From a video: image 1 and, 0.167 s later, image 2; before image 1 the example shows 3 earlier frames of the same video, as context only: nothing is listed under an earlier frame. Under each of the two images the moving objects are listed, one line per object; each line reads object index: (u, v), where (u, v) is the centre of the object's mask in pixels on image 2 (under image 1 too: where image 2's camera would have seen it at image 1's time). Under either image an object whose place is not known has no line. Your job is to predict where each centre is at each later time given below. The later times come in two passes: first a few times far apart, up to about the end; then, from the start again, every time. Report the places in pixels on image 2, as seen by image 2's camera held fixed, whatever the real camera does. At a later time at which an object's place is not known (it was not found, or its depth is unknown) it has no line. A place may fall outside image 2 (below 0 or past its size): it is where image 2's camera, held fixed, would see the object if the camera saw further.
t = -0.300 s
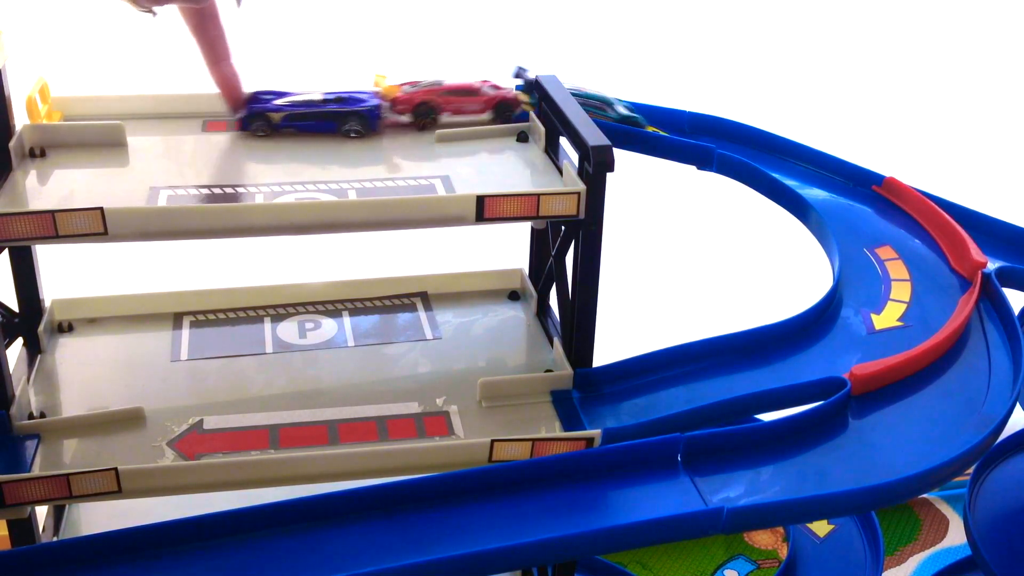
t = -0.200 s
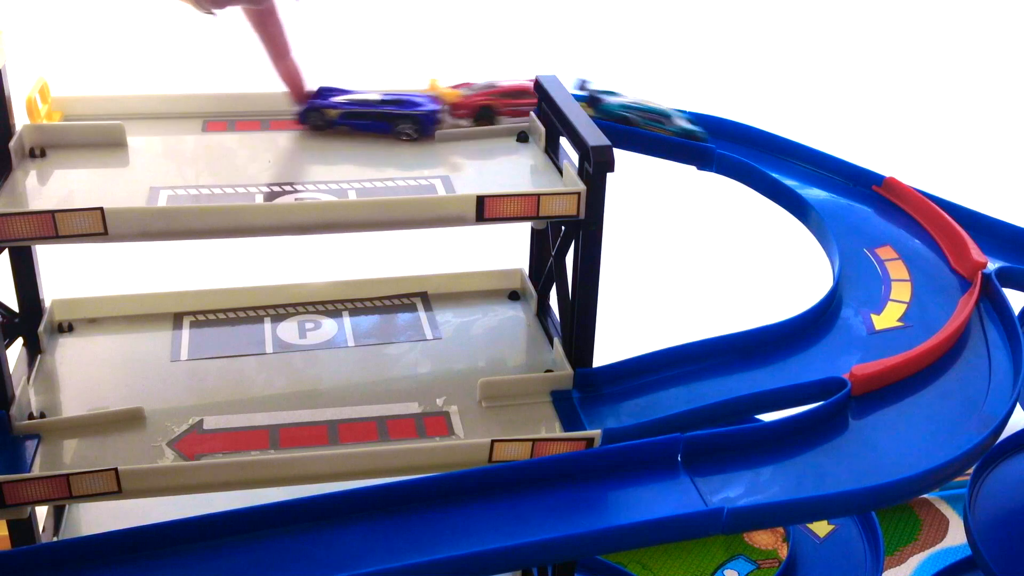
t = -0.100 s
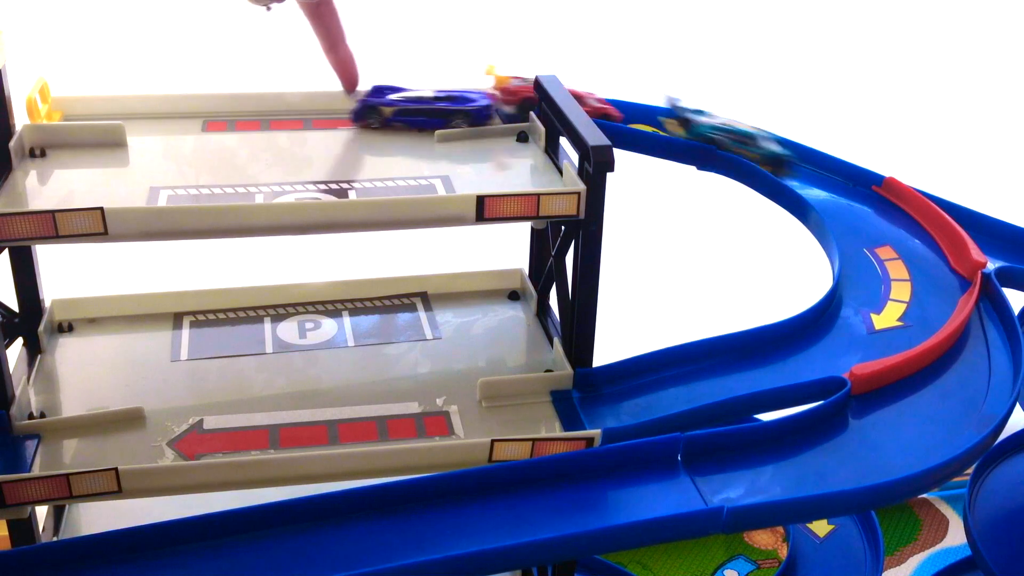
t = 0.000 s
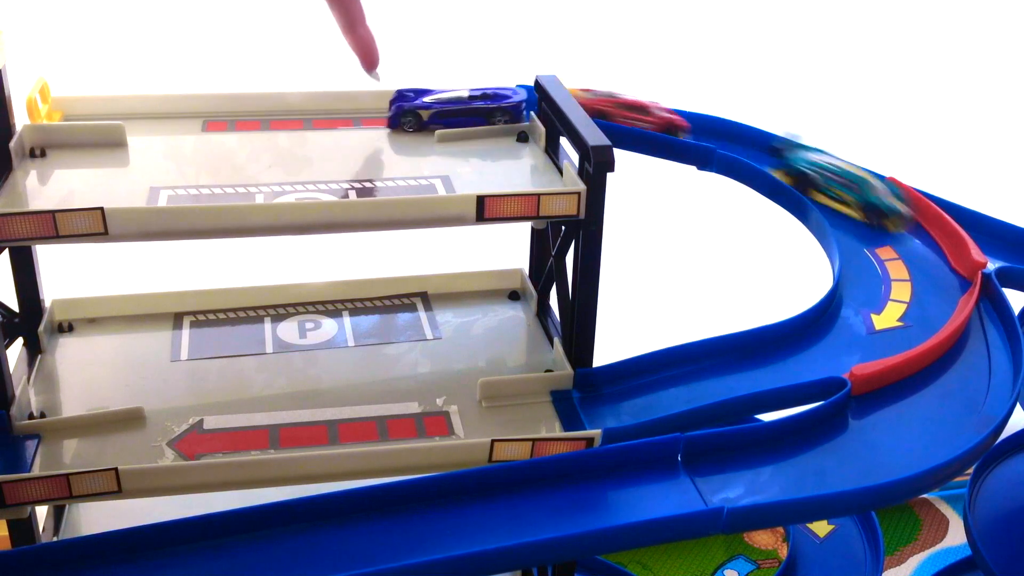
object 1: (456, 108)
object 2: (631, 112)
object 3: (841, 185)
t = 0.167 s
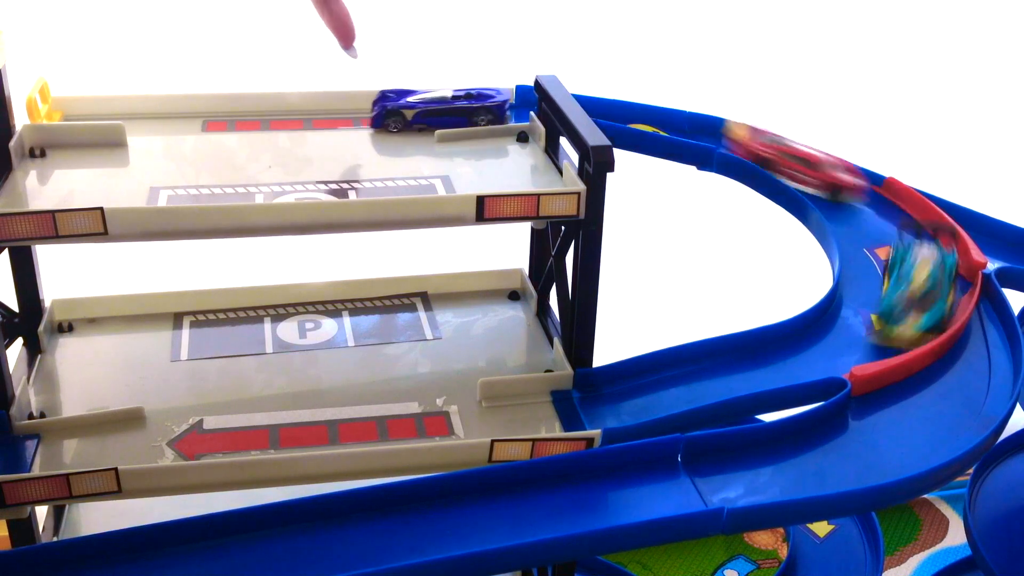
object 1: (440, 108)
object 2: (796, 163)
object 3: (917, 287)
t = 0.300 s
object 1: (420, 109)
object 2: (913, 244)
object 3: (810, 352)
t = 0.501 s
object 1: (399, 109)
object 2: (786, 352)
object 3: (481, 412)
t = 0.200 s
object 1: (435, 108)
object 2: (835, 181)
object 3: (905, 306)
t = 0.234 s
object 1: (429, 108)
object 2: (869, 200)
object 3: (883, 324)
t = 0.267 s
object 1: (424, 109)
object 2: (896, 222)
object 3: (849, 340)
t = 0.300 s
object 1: (420, 109)
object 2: (913, 244)
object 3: (810, 352)
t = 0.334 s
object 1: (415, 109)
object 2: (918, 262)
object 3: (767, 362)
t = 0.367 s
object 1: (411, 109)
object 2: (911, 290)
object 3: (716, 376)
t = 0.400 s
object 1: (407, 109)
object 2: (897, 309)
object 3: (662, 387)
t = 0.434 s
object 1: (404, 109)
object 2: (869, 327)
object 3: (607, 399)
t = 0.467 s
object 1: (401, 109)
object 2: (832, 340)
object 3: (545, 406)
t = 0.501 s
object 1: (399, 109)
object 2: (786, 352)
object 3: (481, 412)
